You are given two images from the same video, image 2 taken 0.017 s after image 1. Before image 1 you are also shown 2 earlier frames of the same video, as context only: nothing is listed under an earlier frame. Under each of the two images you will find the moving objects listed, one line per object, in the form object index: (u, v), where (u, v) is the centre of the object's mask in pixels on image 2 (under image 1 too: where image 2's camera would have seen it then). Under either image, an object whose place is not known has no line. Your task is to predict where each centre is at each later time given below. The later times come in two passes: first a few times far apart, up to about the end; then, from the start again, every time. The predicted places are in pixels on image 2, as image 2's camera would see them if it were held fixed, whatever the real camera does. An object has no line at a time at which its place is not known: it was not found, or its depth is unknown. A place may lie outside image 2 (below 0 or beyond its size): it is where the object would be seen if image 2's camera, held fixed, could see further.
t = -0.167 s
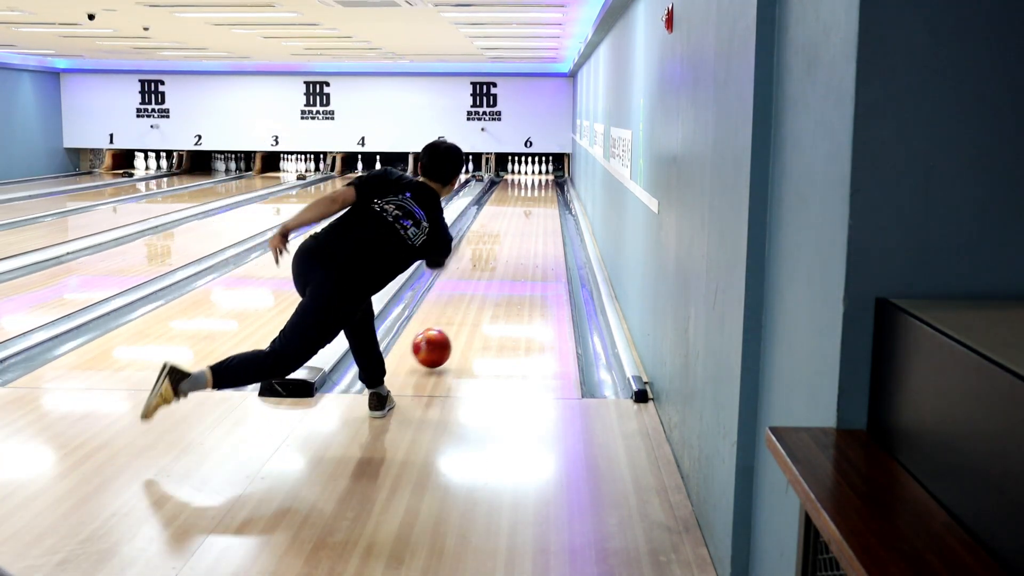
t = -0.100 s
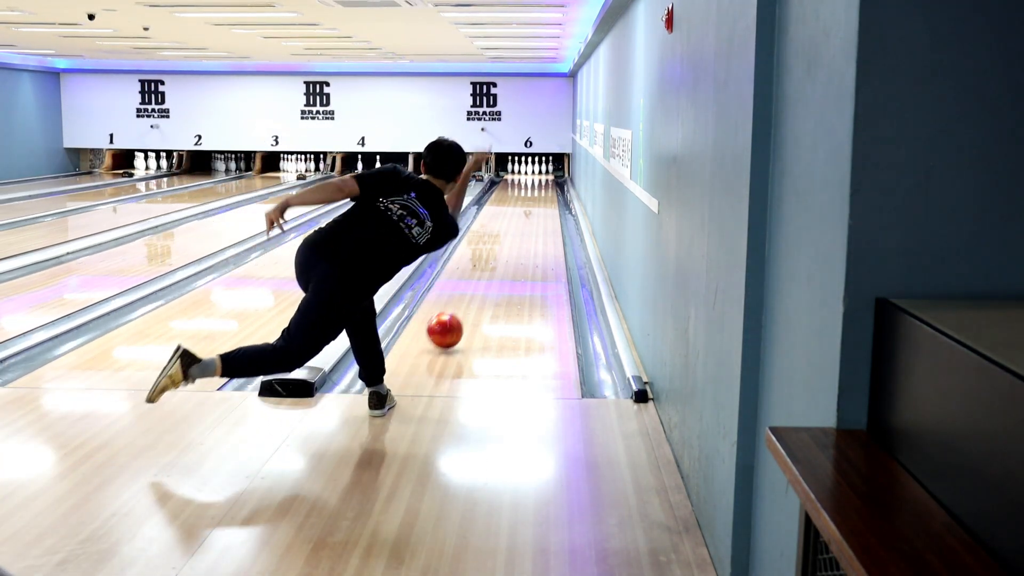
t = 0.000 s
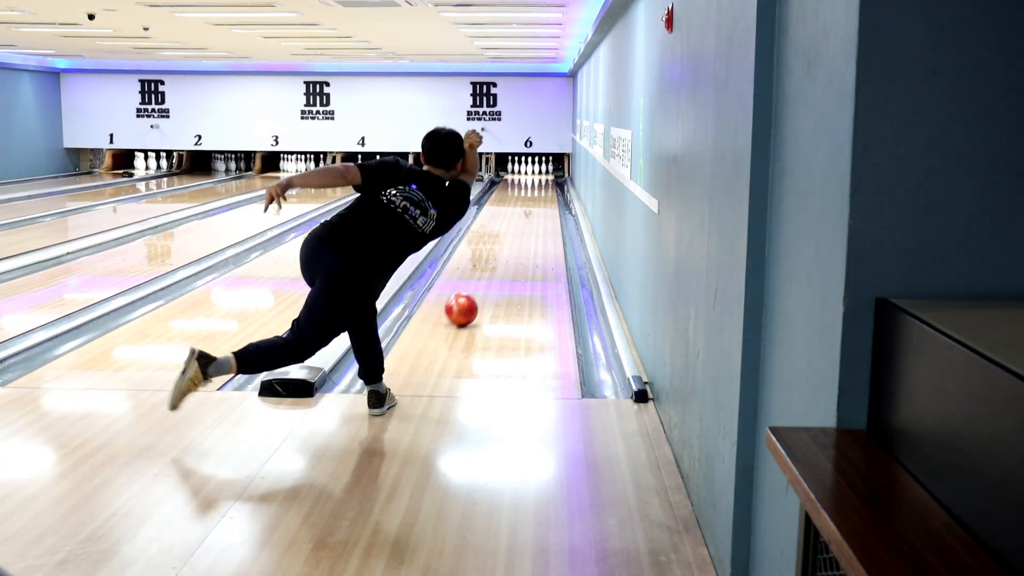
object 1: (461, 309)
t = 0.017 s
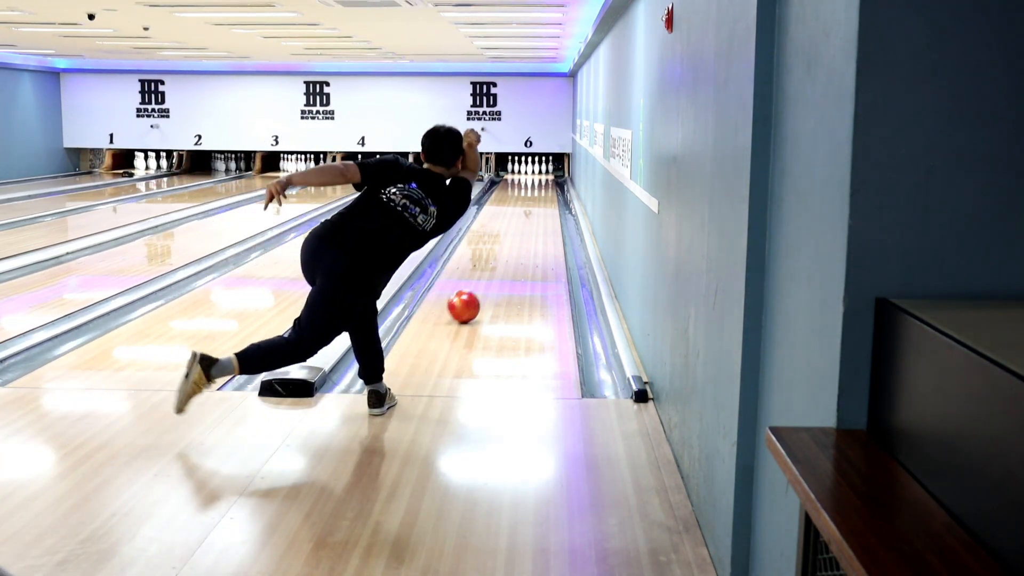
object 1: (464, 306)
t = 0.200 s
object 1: (485, 276)
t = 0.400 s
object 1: (502, 253)
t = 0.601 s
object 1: (514, 235)
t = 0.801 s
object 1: (523, 221)
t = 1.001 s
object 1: (529, 210)
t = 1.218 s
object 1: (535, 201)
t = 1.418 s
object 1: (539, 193)
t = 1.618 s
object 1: (542, 188)
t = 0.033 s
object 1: (466, 303)
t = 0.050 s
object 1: (468, 300)
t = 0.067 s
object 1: (470, 297)
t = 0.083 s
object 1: (472, 294)
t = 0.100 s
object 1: (475, 292)
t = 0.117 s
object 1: (476, 289)
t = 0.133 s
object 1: (478, 286)
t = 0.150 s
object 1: (480, 284)
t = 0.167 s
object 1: (482, 281)
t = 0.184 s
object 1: (484, 279)
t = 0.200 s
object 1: (485, 276)
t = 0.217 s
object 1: (487, 274)
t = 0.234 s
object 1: (488, 272)
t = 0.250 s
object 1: (490, 270)
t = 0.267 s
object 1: (491, 268)
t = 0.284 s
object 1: (493, 266)
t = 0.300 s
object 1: (494, 264)
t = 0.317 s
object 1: (496, 262)
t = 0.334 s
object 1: (497, 260)
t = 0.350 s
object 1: (498, 258)
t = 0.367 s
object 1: (499, 256)
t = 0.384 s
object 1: (501, 255)
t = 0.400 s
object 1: (502, 253)
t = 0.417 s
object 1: (503, 251)
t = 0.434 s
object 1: (504, 250)
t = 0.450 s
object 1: (505, 248)
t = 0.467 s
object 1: (506, 246)
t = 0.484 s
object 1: (507, 245)
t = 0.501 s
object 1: (508, 243)
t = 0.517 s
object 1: (509, 242)
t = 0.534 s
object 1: (510, 241)
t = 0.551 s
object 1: (511, 239)
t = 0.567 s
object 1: (512, 238)
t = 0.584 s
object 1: (513, 236)
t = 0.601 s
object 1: (514, 235)
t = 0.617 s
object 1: (515, 234)
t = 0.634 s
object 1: (515, 232)
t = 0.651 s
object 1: (516, 231)
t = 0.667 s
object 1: (517, 230)
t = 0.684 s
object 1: (518, 229)
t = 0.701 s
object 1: (518, 228)
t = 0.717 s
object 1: (519, 226)
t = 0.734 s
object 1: (520, 226)
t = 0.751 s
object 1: (521, 224)
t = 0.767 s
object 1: (521, 223)
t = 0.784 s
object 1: (522, 222)
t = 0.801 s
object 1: (523, 221)
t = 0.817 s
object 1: (523, 220)
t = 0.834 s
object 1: (524, 219)
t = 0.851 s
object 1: (525, 218)
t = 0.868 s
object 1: (525, 217)
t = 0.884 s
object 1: (526, 216)
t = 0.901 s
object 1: (526, 215)
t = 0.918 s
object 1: (527, 214)
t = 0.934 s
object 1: (527, 213)
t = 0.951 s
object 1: (528, 213)
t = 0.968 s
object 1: (528, 212)
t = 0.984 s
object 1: (529, 211)
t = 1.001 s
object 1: (529, 210)
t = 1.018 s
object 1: (530, 209)
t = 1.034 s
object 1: (530, 208)
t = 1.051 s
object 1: (531, 207)
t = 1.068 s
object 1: (531, 207)
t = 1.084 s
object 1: (532, 206)
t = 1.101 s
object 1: (532, 205)
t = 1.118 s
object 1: (533, 204)
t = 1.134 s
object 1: (533, 204)
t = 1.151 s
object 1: (533, 203)
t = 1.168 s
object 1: (534, 202)
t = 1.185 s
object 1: (534, 202)
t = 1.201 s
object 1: (535, 201)
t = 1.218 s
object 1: (535, 201)
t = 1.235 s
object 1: (535, 200)
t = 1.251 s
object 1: (536, 199)
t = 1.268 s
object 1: (536, 199)
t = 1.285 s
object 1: (536, 198)
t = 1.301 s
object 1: (537, 197)
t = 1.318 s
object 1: (537, 197)
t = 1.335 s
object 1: (537, 196)
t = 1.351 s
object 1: (538, 196)
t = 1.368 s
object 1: (538, 195)
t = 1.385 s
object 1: (538, 195)
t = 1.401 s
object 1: (539, 194)
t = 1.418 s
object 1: (539, 193)
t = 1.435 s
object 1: (539, 193)
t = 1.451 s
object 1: (540, 192)
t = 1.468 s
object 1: (540, 192)
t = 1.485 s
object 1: (540, 191)
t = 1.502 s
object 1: (540, 191)
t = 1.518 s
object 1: (541, 190)
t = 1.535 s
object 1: (541, 190)
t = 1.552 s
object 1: (541, 189)
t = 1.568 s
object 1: (541, 189)
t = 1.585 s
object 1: (541, 189)
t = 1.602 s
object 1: (541, 188)
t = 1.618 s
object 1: (542, 188)
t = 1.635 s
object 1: (542, 187)
